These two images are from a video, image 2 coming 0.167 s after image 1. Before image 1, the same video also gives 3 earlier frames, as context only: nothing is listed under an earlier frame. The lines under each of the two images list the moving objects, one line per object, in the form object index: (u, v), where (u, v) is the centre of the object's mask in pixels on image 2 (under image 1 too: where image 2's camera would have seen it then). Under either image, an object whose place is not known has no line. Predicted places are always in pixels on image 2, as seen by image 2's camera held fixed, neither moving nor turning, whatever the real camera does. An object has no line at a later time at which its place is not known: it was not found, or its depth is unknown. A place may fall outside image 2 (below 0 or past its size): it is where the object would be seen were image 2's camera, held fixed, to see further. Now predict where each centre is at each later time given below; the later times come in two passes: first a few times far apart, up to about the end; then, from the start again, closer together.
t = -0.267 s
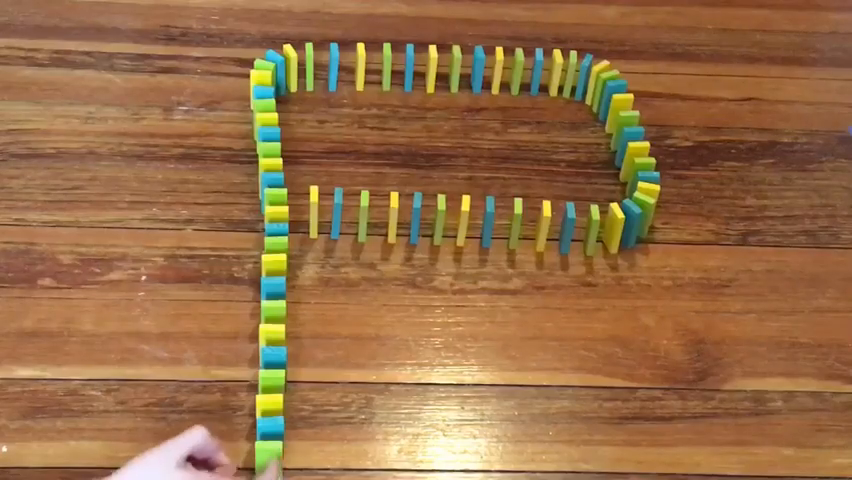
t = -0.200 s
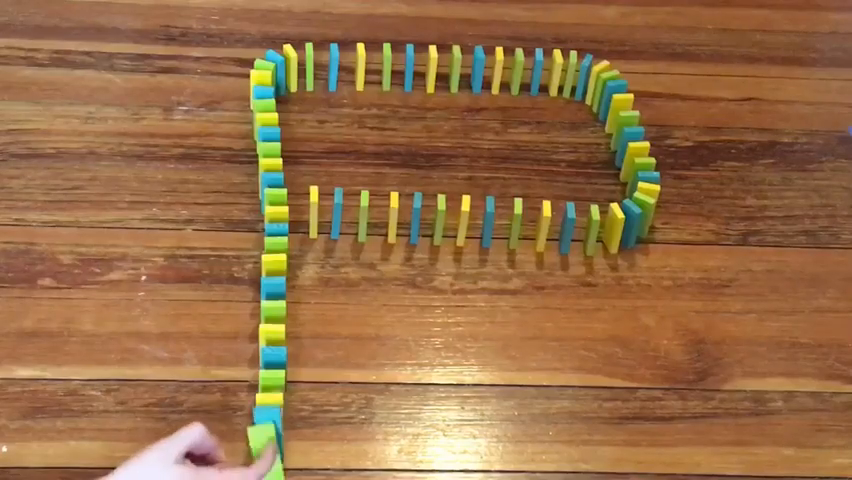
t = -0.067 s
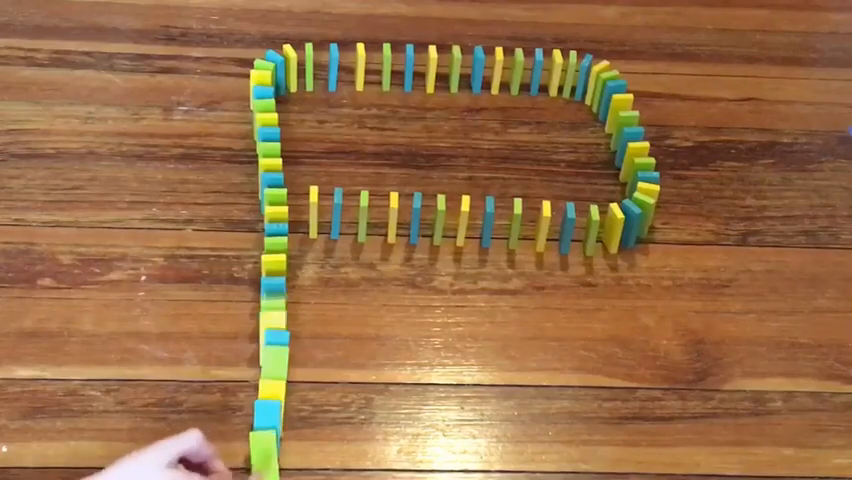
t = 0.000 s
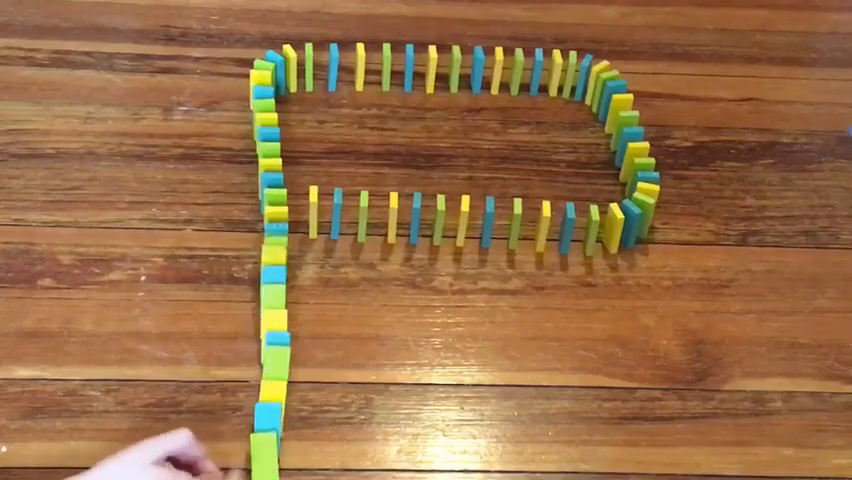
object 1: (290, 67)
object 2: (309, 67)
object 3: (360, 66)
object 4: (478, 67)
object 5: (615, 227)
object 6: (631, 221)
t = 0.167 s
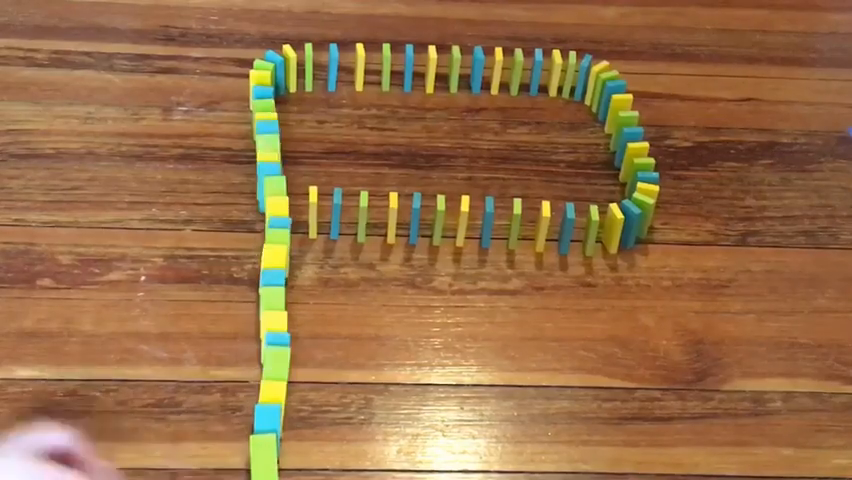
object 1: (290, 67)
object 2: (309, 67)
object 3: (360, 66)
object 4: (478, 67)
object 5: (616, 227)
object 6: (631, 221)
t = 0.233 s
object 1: (290, 67)
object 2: (309, 67)
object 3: (360, 67)
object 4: (478, 67)
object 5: (616, 227)
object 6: (631, 221)
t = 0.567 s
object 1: (305, 69)
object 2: (331, 77)
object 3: (388, 73)
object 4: (486, 68)
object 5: (616, 227)
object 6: (631, 221)
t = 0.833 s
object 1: (299, 68)
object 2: (327, 77)
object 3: (388, 73)
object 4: (498, 77)
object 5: (616, 226)
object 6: (631, 221)
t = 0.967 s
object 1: (299, 68)
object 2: (327, 77)
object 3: (388, 73)
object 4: (498, 77)
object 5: (609, 230)
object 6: (624, 230)
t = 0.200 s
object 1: (290, 67)
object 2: (309, 67)
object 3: (360, 67)
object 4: (478, 67)
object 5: (616, 227)
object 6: (631, 221)
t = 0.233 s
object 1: (290, 67)
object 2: (309, 67)
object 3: (360, 67)
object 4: (478, 67)
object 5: (616, 227)
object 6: (631, 221)
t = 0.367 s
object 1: (300, 66)
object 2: (316, 65)
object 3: (360, 66)
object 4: (478, 67)
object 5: (616, 227)
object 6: (631, 221)
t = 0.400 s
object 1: (304, 68)
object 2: (321, 68)
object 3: (360, 66)
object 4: (478, 68)
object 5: (616, 227)
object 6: (630, 222)
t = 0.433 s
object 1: (306, 71)
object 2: (327, 72)
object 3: (366, 63)
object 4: (478, 68)
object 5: (616, 227)
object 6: (631, 221)
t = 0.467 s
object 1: (307, 71)
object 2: (332, 75)
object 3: (369, 75)
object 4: (478, 68)
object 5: (616, 227)
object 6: (630, 222)
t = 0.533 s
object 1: (306, 70)
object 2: (332, 76)
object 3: (387, 72)
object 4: (478, 68)
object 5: (616, 227)
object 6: (631, 221)
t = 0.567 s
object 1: (305, 69)
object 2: (331, 77)
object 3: (388, 73)
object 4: (486, 68)
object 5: (616, 227)
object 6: (631, 221)
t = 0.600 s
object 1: (304, 69)
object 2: (330, 77)
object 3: (388, 73)
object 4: (493, 71)
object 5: (616, 227)
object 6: (630, 222)
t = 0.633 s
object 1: (303, 69)
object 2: (328, 77)
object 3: (388, 73)
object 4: (497, 75)
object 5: (616, 226)
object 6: (631, 221)
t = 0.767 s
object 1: (299, 68)
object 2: (327, 77)
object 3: (388, 73)
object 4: (498, 77)
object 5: (616, 227)
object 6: (631, 221)
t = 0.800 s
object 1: (298, 68)
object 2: (327, 77)
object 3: (388, 73)
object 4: (498, 77)
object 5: (616, 226)
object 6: (630, 222)
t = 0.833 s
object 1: (299, 68)
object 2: (327, 77)
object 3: (388, 73)
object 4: (498, 77)
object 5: (616, 226)
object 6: (631, 221)
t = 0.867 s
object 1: (299, 68)
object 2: (327, 77)
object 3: (388, 73)
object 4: (498, 77)
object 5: (616, 226)
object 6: (631, 221)
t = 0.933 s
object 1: (299, 68)
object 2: (327, 77)
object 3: (388, 73)
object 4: (498, 77)
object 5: (615, 226)
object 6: (628, 225)
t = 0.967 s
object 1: (299, 68)
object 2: (327, 77)
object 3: (388, 73)
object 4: (498, 77)
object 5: (609, 230)
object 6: (624, 230)
